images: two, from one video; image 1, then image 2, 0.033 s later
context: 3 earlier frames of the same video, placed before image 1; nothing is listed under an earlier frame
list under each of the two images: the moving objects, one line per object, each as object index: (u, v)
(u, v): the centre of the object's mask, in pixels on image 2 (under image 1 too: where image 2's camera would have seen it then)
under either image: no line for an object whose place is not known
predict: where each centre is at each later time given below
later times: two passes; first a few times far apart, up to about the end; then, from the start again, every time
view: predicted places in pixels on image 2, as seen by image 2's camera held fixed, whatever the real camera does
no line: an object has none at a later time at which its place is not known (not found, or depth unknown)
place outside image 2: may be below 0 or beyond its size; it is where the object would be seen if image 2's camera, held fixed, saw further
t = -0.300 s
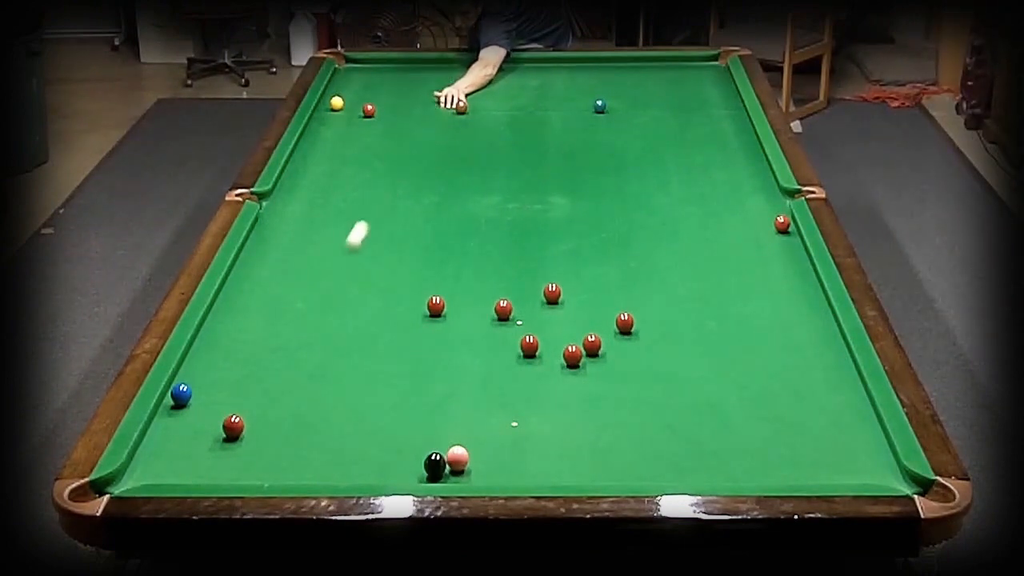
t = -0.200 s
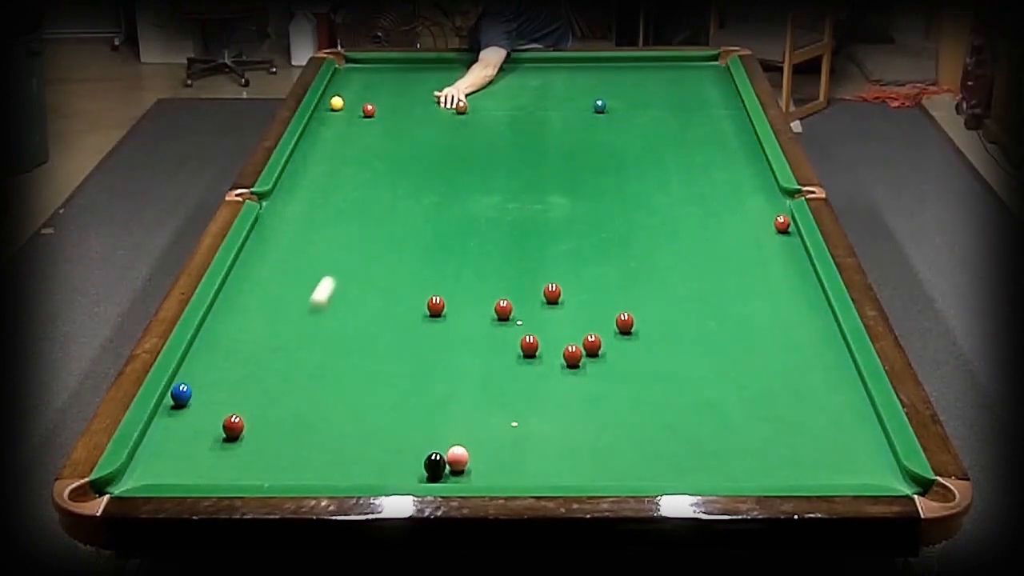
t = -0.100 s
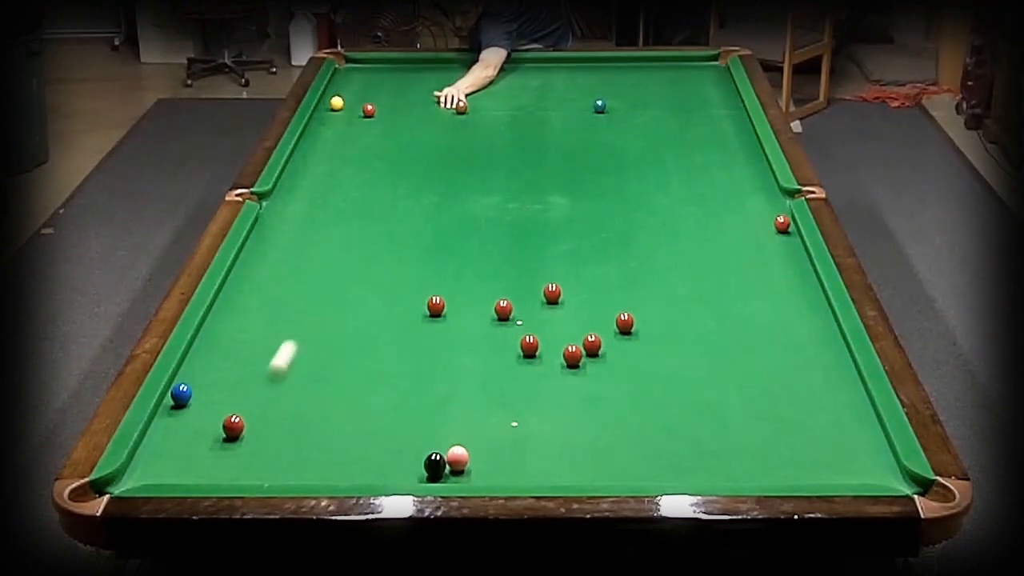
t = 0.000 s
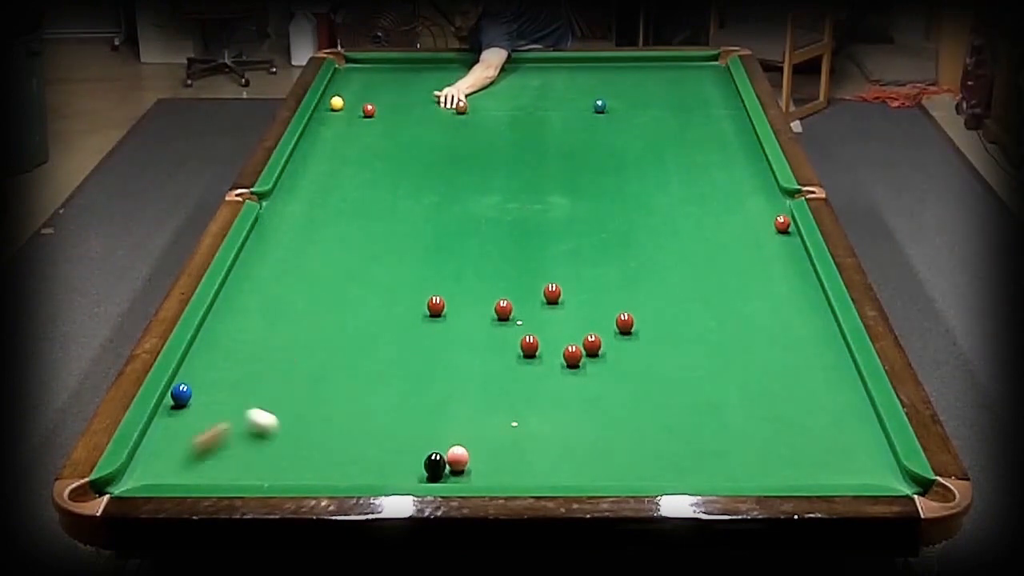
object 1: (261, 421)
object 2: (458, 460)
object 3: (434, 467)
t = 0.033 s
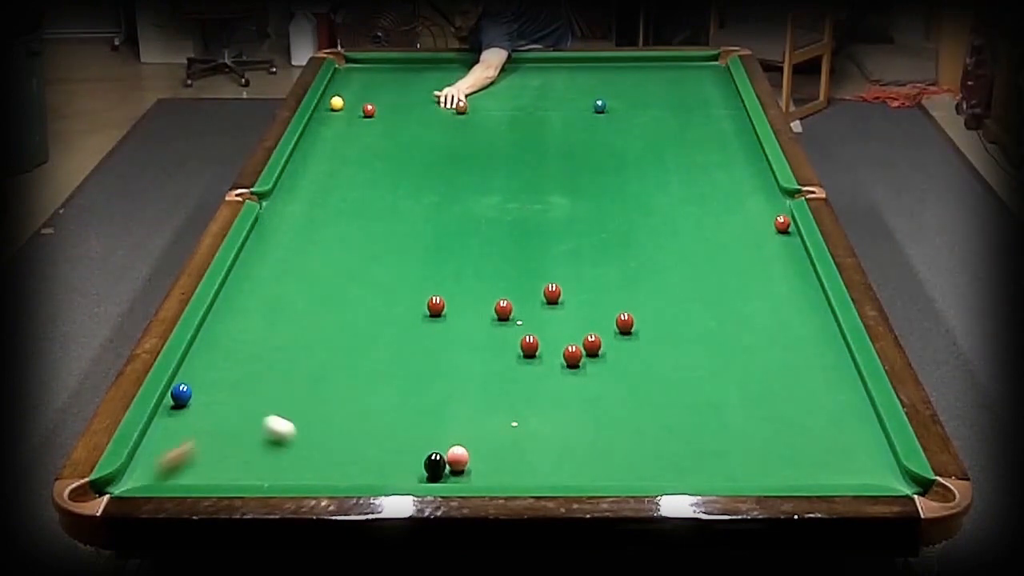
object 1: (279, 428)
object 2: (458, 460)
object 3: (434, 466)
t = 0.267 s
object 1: (389, 475)
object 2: (458, 460)
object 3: (434, 467)
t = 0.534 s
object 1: (444, 475)
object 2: (554, 430)
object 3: (432, 460)
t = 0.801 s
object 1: (492, 475)
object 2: (646, 403)
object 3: (429, 456)
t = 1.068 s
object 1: (539, 473)
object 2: (730, 379)
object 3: (427, 453)
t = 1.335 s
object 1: (582, 471)
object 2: (807, 357)
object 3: (426, 452)
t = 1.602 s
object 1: (623, 469)
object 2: (809, 339)
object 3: (425, 451)
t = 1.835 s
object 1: (655, 468)
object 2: (764, 327)
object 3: (425, 451)
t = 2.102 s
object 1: (690, 465)
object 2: (716, 314)
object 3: (425, 451)
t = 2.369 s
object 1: (721, 463)
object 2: (672, 302)
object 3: (425, 451)
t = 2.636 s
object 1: (750, 462)
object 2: (632, 291)
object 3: (425, 451)
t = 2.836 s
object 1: (770, 460)
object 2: (605, 284)
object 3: (425, 451)
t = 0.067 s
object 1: (295, 435)
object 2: (458, 460)
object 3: (434, 467)
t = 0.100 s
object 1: (312, 443)
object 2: (458, 460)
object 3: (434, 467)
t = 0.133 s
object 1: (328, 450)
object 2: (458, 460)
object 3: (434, 467)
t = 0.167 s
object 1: (344, 458)
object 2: (458, 460)
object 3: (434, 467)
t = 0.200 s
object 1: (358, 466)
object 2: (458, 460)
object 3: (434, 467)
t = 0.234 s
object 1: (373, 472)
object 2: (458, 460)
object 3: (434, 467)
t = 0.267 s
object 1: (389, 475)
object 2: (458, 460)
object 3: (434, 467)
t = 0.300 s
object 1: (410, 472)
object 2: (458, 460)
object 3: (435, 467)
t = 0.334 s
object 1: (417, 471)
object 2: (469, 455)
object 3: (436, 465)
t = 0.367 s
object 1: (419, 472)
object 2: (486, 450)
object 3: (436, 463)
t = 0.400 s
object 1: (423, 473)
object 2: (502, 446)
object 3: (436, 461)
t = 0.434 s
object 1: (427, 473)
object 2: (516, 441)
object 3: (436, 458)
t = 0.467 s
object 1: (433, 474)
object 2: (530, 437)
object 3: (434, 457)
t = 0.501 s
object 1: (438, 474)
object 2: (542, 434)
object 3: (433, 458)
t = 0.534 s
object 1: (444, 475)
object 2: (554, 430)
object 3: (432, 460)
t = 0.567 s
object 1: (450, 475)
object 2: (566, 427)
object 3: (432, 460)
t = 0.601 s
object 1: (455, 476)
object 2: (578, 423)
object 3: (431, 460)
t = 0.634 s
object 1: (461, 476)
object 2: (590, 420)
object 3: (431, 459)
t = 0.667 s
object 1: (468, 476)
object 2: (601, 416)
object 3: (431, 459)
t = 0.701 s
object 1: (474, 475)
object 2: (613, 413)
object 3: (430, 458)
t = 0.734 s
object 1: (480, 475)
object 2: (624, 410)
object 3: (430, 457)
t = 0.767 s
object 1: (487, 475)
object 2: (635, 406)
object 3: (429, 457)
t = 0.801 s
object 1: (492, 475)
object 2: (646, 403)
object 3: (429, 456)
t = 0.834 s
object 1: (498, 474)
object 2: (657, 400)
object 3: (429, 456)
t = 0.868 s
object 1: (505, 474)
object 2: (668, 397)
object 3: (428, 455)
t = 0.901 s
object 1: (510, 474)
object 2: (678, 394)
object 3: (428, 455)
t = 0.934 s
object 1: (516, 474)
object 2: (689, 391)
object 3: (428, 454)
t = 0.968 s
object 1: (522, 473)
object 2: (700, 388)
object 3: (427, 454)
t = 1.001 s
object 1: (528, 473)
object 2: (710, 385)
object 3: (427, 454)
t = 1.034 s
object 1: (533, 473)
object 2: (720, 382)
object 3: (427, 454)
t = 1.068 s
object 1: (539, 473)
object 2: (730, 379)
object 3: (427, 453)
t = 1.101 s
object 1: (545, 473)
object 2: (740, 376)
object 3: (427, 453)
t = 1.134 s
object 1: (550, 472)
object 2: (750, 373)
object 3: (426, 453)
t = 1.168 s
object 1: (556, 472)
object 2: (760, 370)
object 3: (426, 453)
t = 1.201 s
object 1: (561, 472)
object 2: (769, 368)
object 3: (426, 452)
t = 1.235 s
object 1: (567, 472)
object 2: (779, 365)
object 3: (426, 452)
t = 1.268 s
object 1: (572, 471)
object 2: (788, 363)
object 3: (426, 452)
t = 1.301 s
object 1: (577, 471)
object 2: (797, 360)
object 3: (426, 452)
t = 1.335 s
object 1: (582, 471)
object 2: (807, 357)
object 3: (426, 452)
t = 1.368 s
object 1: (588, 471)
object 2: (816, 354)
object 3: (426, 452)
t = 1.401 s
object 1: (593, 470)
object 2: (825, 352)
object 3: (425, 451)
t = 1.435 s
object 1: (598, 470)
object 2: (833, 349)
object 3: (425, 451)
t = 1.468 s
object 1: (603, 470)
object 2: (838, 347)
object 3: (425, 451)
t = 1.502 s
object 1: (608, 470)
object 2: (831, 345)
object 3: (425, 451)
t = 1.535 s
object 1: (613, 469)
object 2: (823, 343)
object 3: (425, 451)
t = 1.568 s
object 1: (618, 469)
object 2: (816, 341)
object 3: (425, 451)
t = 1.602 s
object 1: (623, 469)
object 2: (809, 339)
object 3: (425, 451)
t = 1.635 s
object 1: (628, 469)
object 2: (803, 338)
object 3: (425, 451)
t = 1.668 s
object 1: (632, 469)
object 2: (796, 336)
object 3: (425, 451)
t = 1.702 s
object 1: (637, 469)
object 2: (789, 334)
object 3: (425, 451)
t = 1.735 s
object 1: (642, 468)
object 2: (783, 332)
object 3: (425, 451)
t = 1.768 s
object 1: (647, 468)
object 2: (776, 331)
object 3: (425, 451)
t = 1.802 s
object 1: (651, 468)
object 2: (770, 329)
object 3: (425, 451)
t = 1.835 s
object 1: (655, 468)
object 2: (764, 327)
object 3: (425, 451)
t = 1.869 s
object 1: (660, 467)
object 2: (758, 326)
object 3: (425, 451)
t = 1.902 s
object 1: (664, 467)
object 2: (752, 324)
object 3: (425, 451)
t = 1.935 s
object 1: (669, 467)
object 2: (745, 322)
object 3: (425, 451)
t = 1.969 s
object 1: (673, 467)
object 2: (739, 321)
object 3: (425, 451)
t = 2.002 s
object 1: (677, 467)
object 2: (733, 319)
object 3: (425, 451)
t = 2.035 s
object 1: (682, 466)
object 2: (727, 317)
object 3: (425, 451)
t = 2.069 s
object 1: (686, 466)
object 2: (722, 316)
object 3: (425, 451)
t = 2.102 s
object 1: (690, 465)
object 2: (716, 314)
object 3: (425, 451)
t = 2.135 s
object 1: (694, 465)
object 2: (710, 313)
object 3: (425, 451)
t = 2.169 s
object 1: (698, 465)
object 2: (705, 311)
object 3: (425, 451)
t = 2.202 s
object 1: (702, 464)
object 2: (699, 310)
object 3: (425, 451)
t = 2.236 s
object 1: (706, 464)
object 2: (693, 308)
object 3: (425, 451)
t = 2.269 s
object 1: (710, 464)
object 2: (688, 307)
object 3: (425, 451)
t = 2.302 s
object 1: (714, 464)
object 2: (682, 305)
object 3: (425, 451)
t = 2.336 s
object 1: (718, 464)
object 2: (677, 304)
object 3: (425, 451)
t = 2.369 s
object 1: (721, 463)
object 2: (672, 302)
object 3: (425, 451)
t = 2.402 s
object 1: (725, 463)
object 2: (667, 301)
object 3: (425, 451)
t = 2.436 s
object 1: (729, 463)
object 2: (661, 300)
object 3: (425, 451)
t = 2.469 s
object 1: (733, 463)
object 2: (656, 298)
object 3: (425, 451)
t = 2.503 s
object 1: (736, 463)
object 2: (651, 297)
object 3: (425, 451)
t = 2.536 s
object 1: (740, 462)
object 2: (646, 296)
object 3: (425, 451)
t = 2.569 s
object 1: (743, 462)
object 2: (642, 294)
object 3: (425, 451)
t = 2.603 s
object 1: (747, 462)
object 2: (637, 293)
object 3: (425, 451)
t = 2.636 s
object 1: (750, 462)
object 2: (632, 291)
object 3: (425, 451)
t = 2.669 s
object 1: (754, 461)
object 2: (627, 290)
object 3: (425, 451)
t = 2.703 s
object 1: (757, 461)
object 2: (622, 289)
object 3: (425, 451)
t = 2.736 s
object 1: (760, 461)
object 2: (618, 288)
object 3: (425, 451)
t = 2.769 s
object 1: (764, 461)
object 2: (614, 286)
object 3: (425, 451)
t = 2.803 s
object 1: (767, 460)
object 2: (609, 285)
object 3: (425, 451)
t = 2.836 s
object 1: (770, 460)
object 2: (605, 284)
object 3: (425, 451)
